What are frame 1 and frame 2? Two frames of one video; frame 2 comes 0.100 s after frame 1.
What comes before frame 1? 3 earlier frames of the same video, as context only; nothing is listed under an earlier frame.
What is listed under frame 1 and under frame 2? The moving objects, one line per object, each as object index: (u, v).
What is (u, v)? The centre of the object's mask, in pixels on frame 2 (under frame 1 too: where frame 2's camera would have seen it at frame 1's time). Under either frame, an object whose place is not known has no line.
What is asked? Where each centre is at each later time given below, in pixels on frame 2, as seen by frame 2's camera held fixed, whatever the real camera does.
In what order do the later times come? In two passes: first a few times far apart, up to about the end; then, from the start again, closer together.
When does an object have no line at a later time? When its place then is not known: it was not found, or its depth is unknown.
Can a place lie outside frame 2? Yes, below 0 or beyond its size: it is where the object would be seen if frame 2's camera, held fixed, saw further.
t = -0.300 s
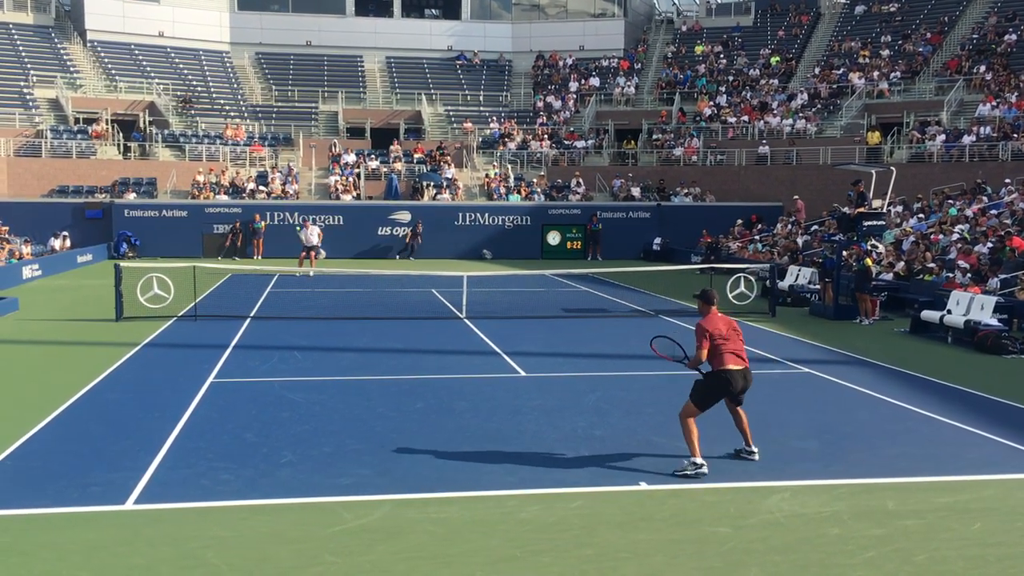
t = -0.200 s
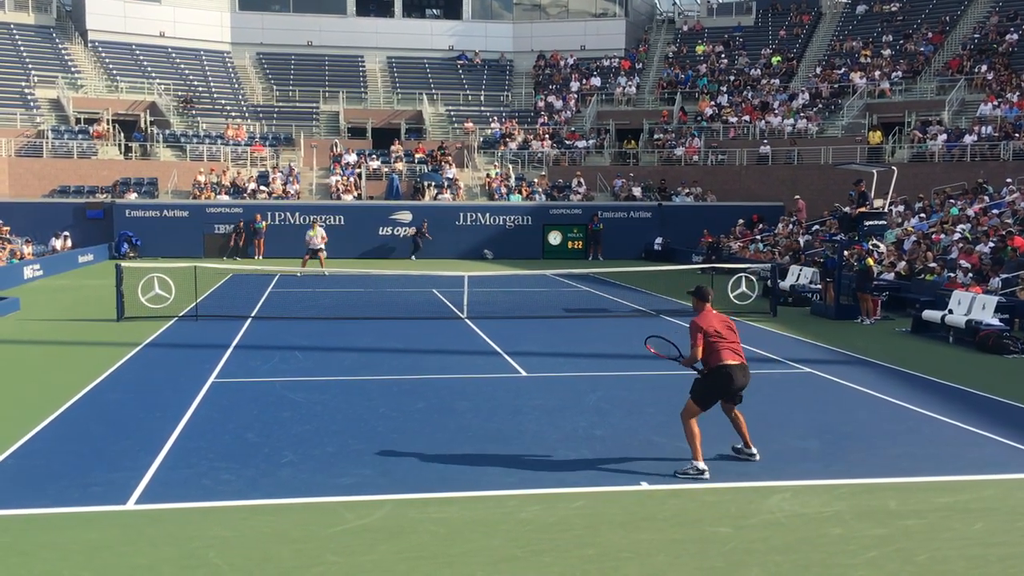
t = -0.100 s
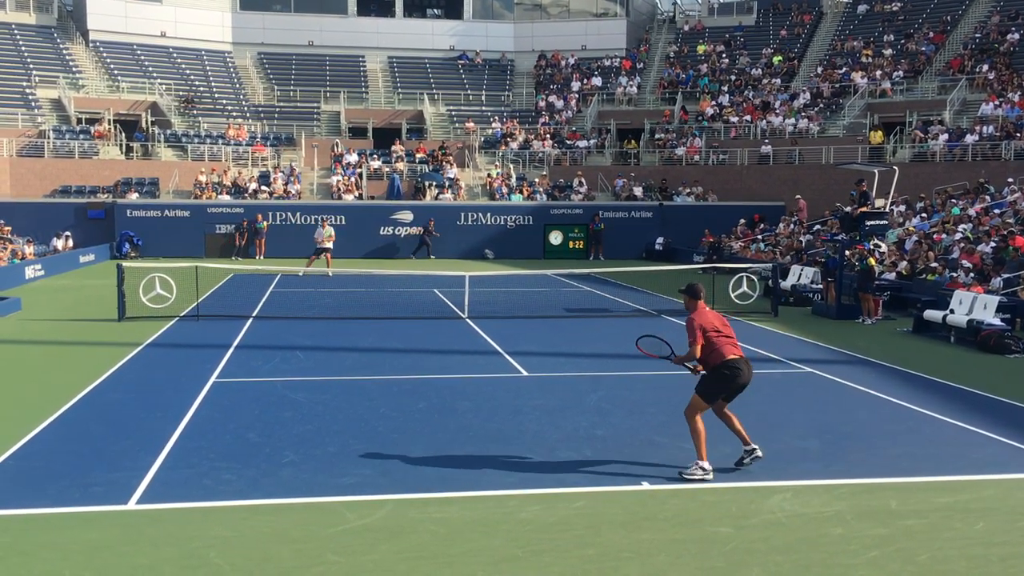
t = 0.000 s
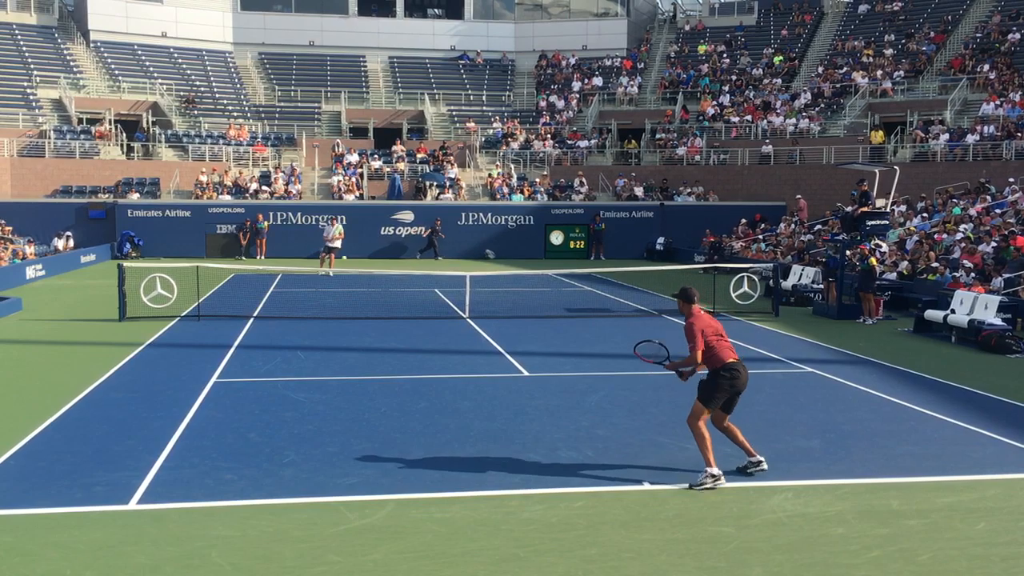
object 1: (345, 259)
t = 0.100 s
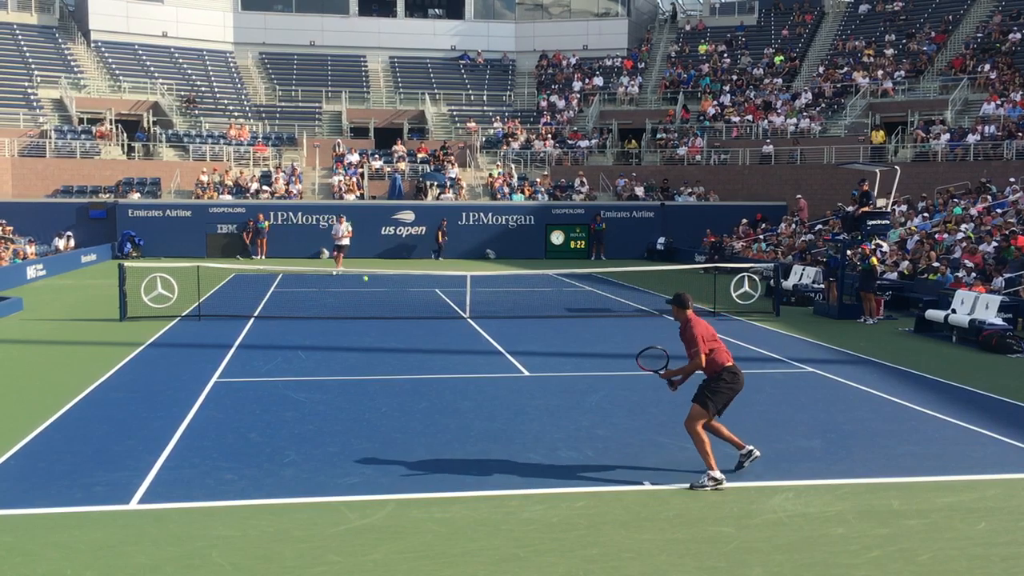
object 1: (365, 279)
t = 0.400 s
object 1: (450, 379)
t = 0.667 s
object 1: (522, 364)
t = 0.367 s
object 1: (441, 374)
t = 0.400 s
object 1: (450, 379)
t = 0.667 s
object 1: (522, 364)
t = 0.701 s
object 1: (532, 366)
